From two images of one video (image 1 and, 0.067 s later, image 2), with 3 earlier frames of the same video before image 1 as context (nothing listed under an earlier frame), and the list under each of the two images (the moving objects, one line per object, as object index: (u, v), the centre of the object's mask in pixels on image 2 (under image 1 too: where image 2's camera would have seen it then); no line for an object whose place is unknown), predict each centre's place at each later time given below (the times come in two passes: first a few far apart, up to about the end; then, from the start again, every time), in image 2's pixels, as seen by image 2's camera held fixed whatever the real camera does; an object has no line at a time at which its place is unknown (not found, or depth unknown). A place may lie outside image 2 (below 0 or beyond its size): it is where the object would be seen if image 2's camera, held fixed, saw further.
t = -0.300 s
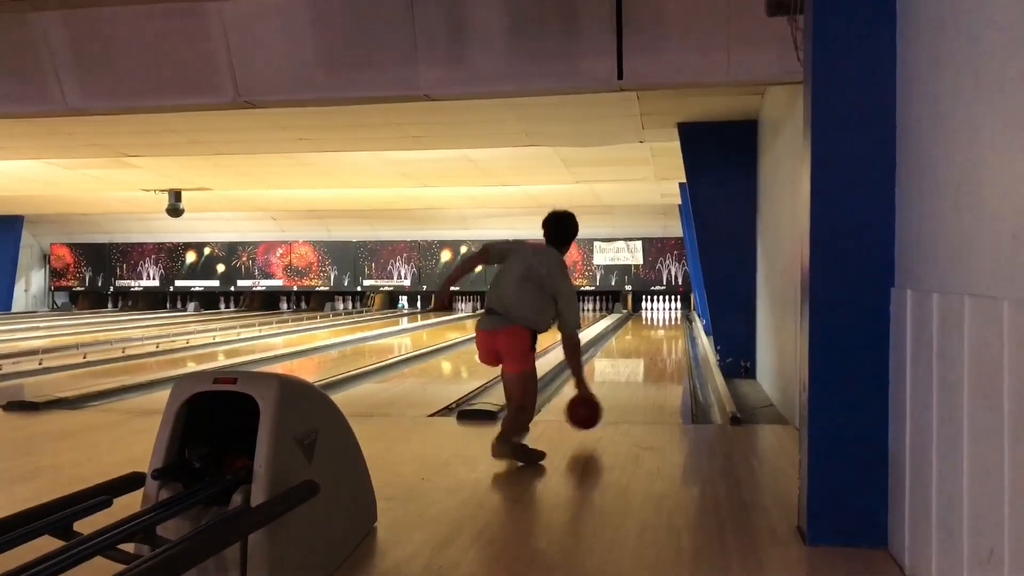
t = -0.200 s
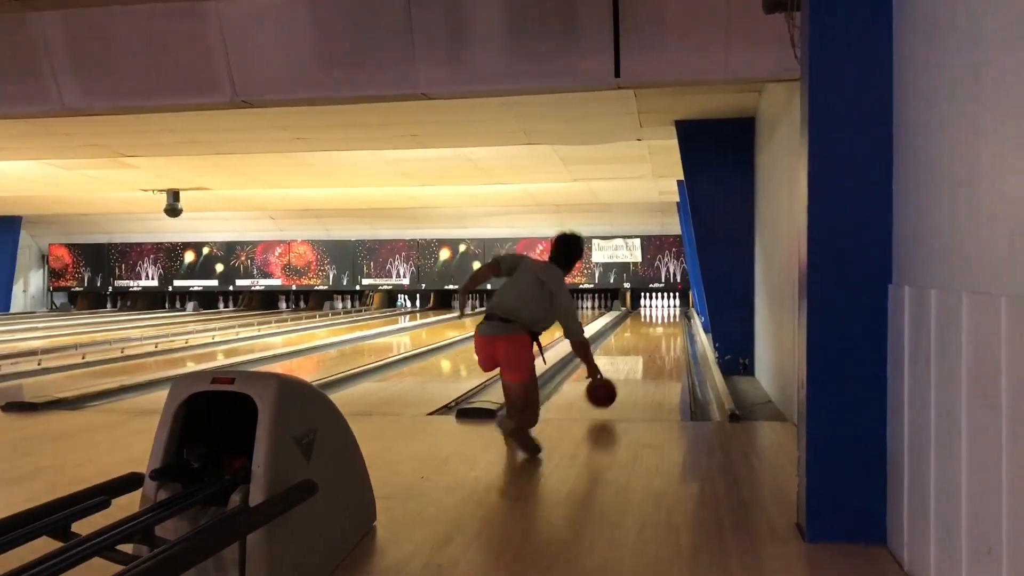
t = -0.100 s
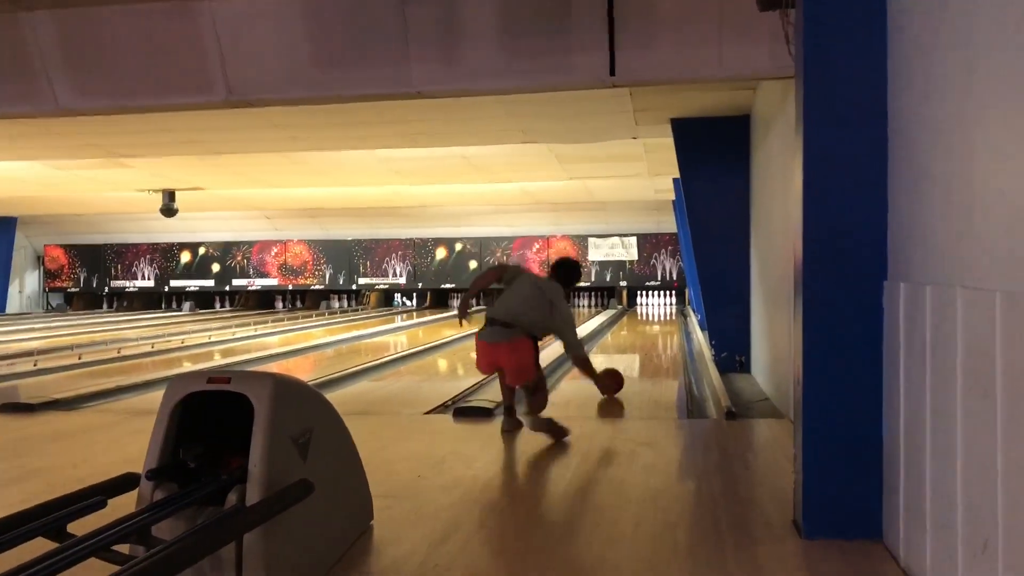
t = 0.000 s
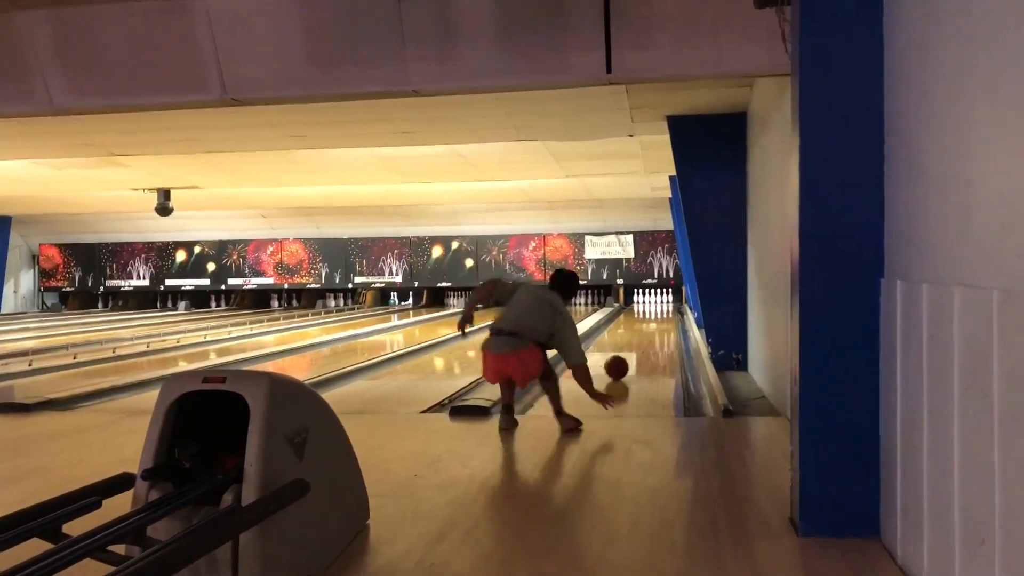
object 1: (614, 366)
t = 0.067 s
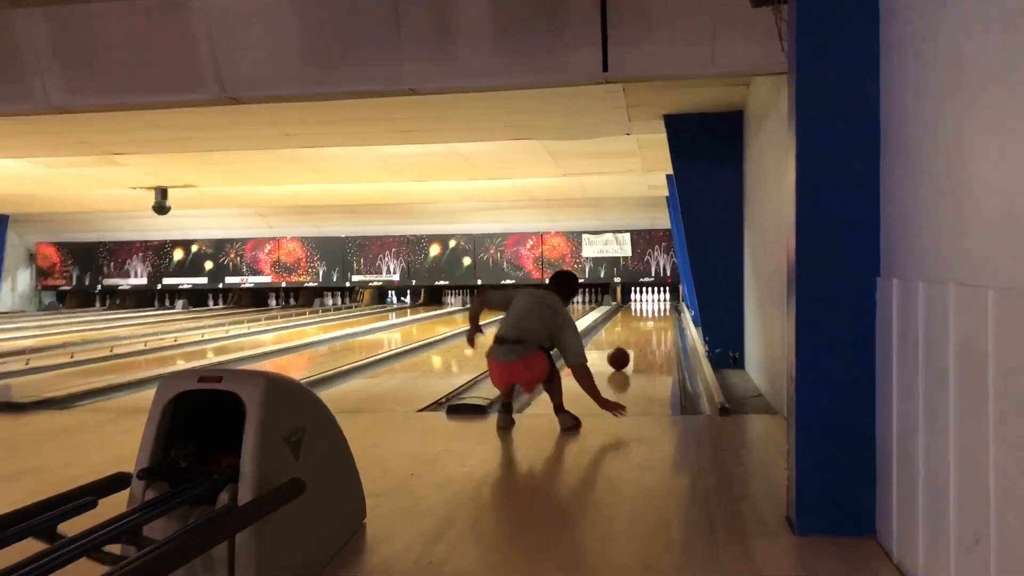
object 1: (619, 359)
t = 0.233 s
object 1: (629, 345)
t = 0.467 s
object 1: (638, 331)
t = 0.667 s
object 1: (643, 323)
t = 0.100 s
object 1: (621, 356)
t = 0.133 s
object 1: (623, 353)
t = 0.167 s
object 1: (625, 350)
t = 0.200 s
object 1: (627, 347)
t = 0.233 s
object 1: (629, 345)
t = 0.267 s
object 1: (630, 343)
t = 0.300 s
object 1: (631, 341)
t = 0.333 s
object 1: (633, 339)
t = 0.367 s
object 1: (634, 337)
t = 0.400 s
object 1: (635, 335)
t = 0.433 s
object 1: (636, 333)
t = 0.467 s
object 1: (638, 331)
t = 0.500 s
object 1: (639, 330)
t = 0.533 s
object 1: (640, 328)
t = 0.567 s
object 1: (641, 327)
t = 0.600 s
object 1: (642, 326)
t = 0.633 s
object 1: (642, 324)
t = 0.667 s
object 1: (643, 323)
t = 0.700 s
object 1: (644, 322)
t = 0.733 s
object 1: (645, 321)
